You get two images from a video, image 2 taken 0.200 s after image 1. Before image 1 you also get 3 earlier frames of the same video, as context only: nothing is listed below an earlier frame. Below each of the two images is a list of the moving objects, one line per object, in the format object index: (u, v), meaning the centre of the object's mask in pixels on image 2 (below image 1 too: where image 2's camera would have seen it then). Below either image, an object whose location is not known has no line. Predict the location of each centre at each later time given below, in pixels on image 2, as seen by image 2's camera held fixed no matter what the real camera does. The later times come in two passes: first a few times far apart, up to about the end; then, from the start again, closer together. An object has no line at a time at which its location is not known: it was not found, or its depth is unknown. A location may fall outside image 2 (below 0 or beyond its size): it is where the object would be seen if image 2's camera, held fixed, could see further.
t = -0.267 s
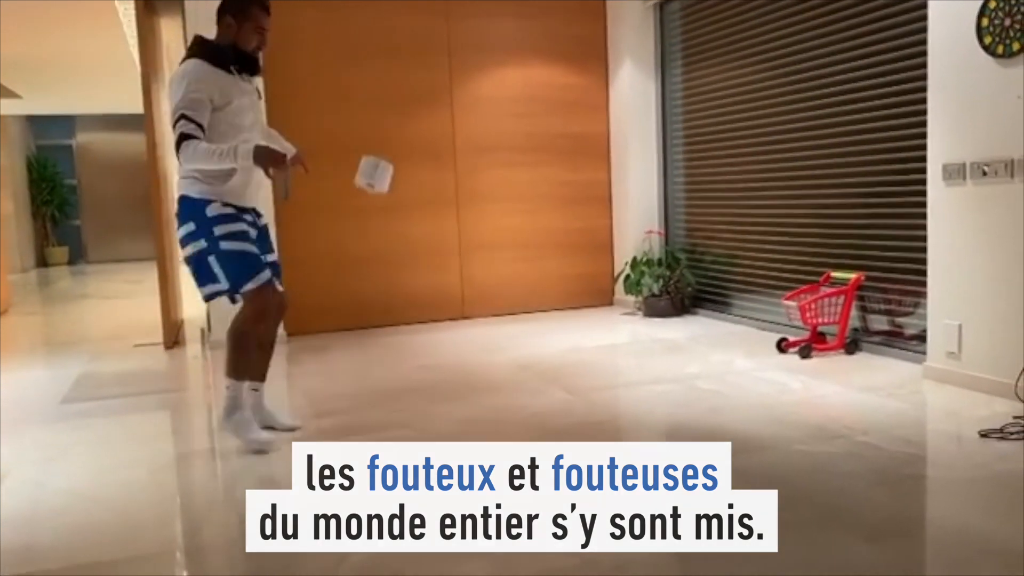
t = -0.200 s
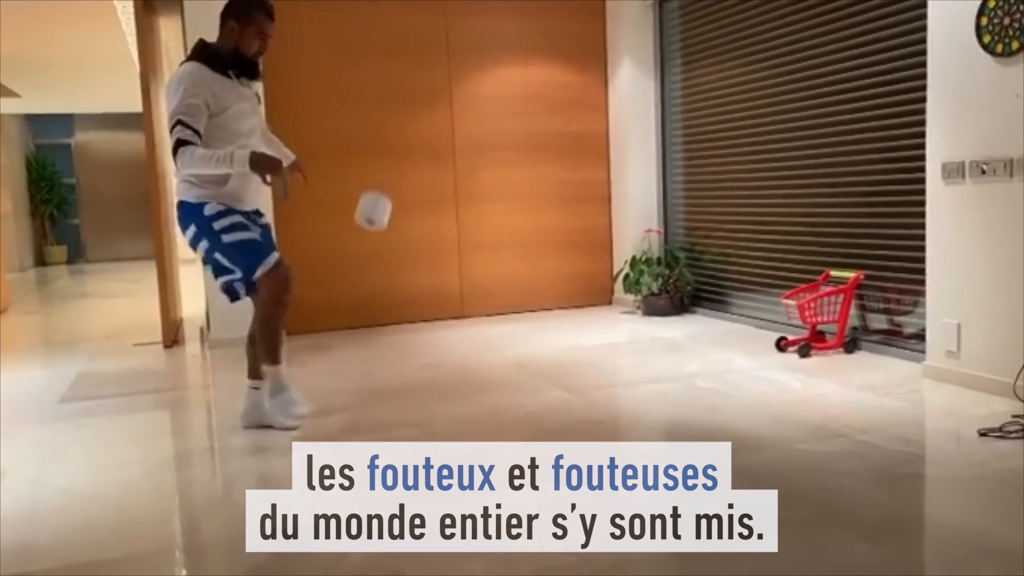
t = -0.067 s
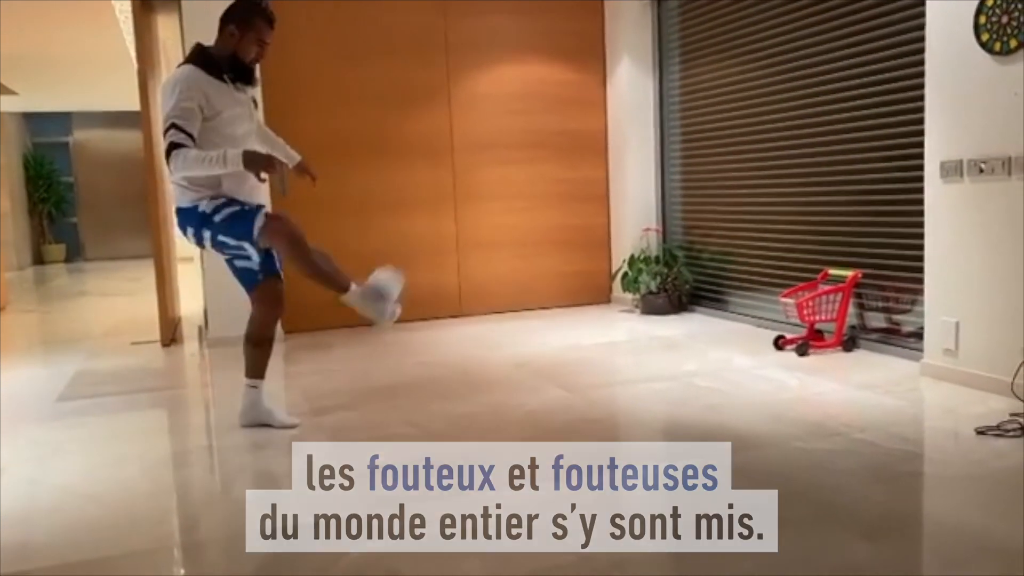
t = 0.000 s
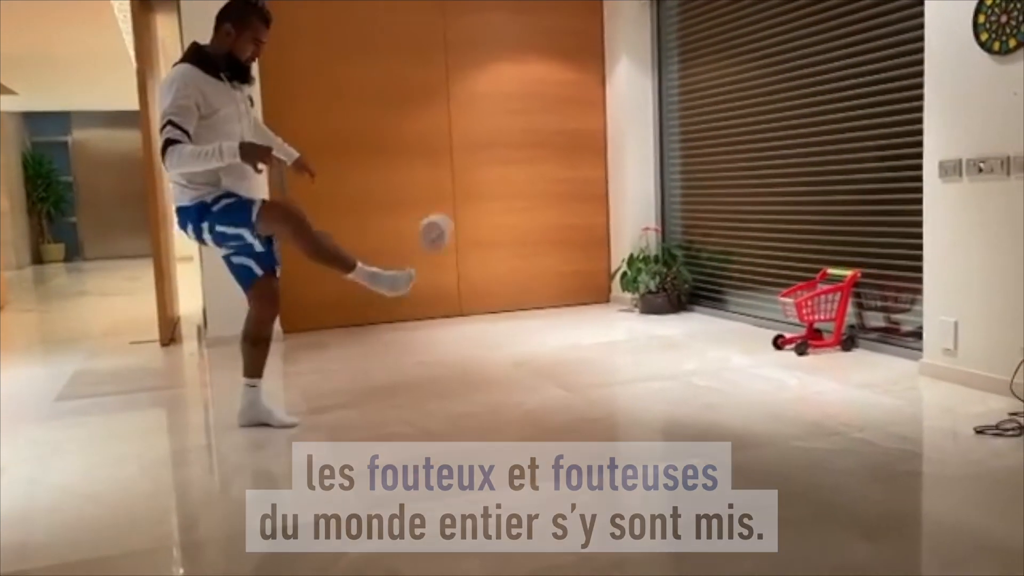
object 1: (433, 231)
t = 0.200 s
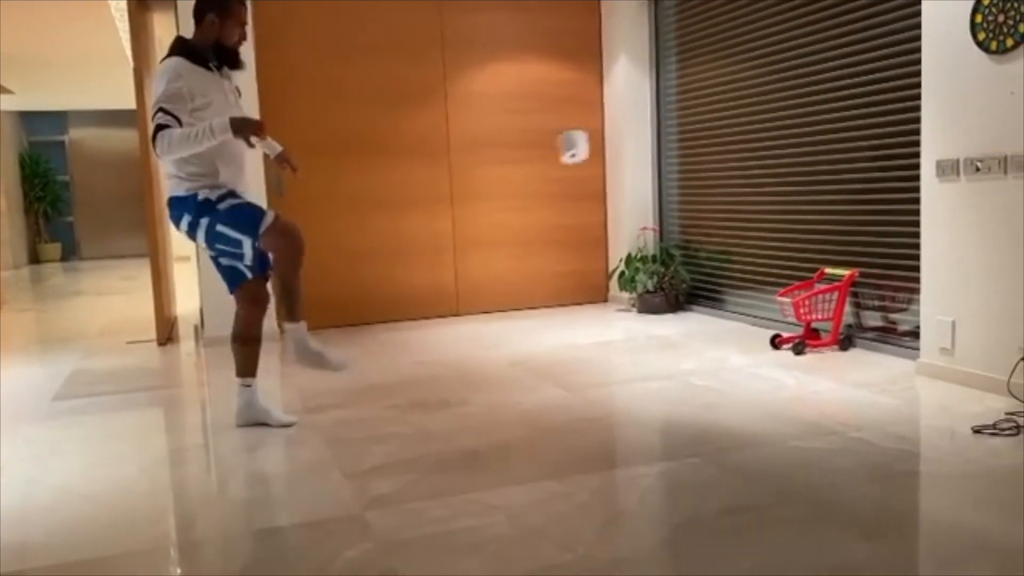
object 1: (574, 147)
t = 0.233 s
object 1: (595, 142)
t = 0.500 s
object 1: (746, 192)
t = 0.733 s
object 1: (813, 286)
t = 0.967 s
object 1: (812, 300)
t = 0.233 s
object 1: (595, 142)
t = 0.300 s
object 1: (636, 141)
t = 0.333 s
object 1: (656, 143)
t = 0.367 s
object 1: (675, 150)
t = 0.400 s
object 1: (693, 158)
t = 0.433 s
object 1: (711, 167)
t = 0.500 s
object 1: (746, 192)
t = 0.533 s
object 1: (762, 208)
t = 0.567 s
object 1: (777, 225)
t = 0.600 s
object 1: (792, 244)
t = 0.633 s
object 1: (807, 263)
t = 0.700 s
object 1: (820, 283)
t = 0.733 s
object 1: (813, 286)
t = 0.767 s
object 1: (812, 285)
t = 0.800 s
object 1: (810, 287)
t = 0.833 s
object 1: (812, 289)
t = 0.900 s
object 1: (814, 301)
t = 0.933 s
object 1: (815, 299)
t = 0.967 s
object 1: (812, 300)
